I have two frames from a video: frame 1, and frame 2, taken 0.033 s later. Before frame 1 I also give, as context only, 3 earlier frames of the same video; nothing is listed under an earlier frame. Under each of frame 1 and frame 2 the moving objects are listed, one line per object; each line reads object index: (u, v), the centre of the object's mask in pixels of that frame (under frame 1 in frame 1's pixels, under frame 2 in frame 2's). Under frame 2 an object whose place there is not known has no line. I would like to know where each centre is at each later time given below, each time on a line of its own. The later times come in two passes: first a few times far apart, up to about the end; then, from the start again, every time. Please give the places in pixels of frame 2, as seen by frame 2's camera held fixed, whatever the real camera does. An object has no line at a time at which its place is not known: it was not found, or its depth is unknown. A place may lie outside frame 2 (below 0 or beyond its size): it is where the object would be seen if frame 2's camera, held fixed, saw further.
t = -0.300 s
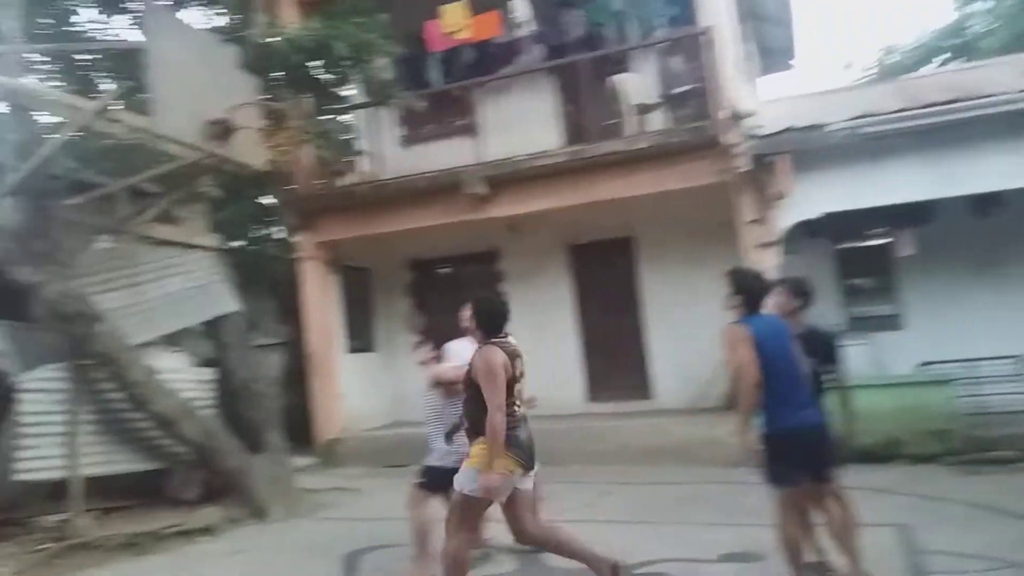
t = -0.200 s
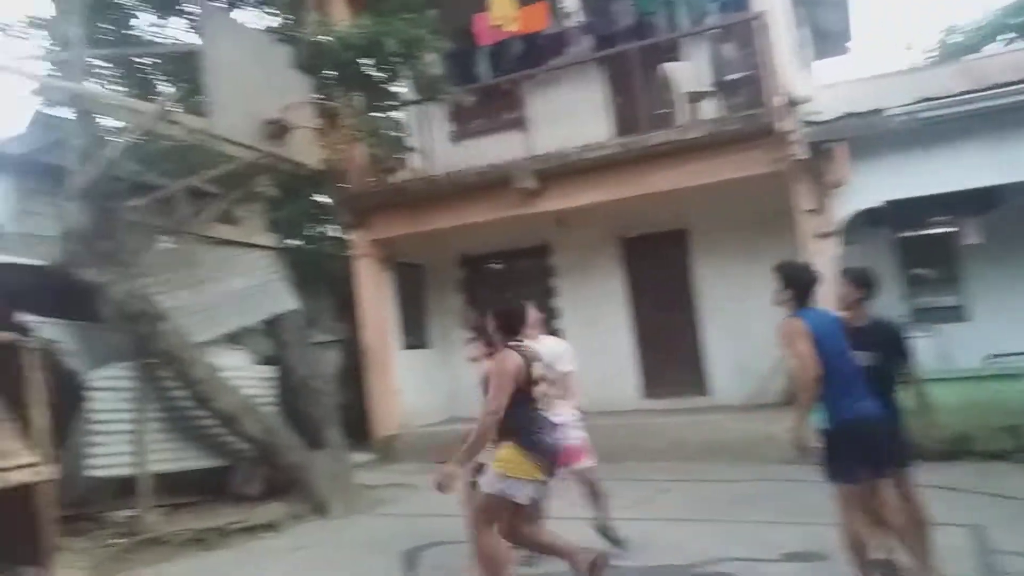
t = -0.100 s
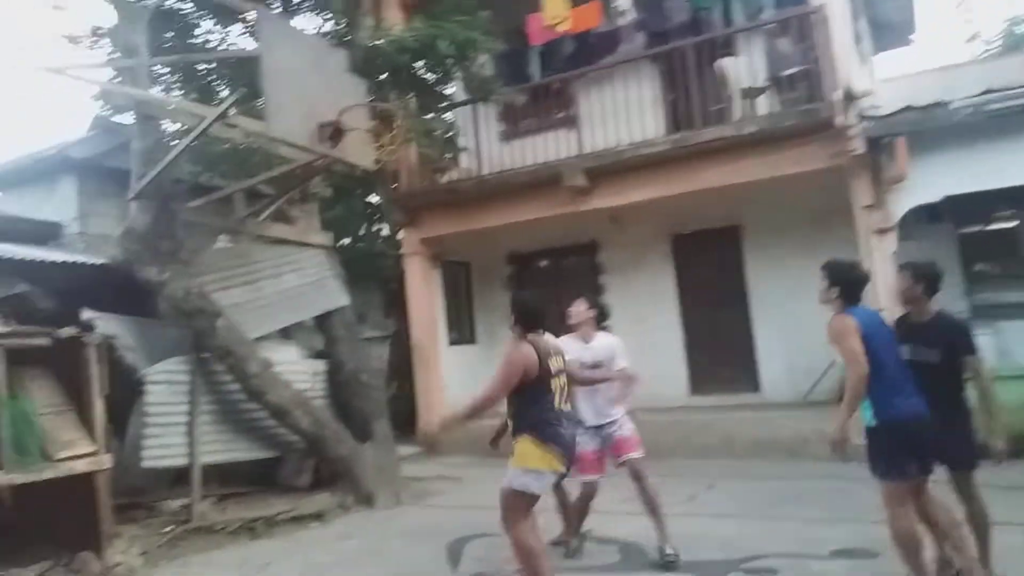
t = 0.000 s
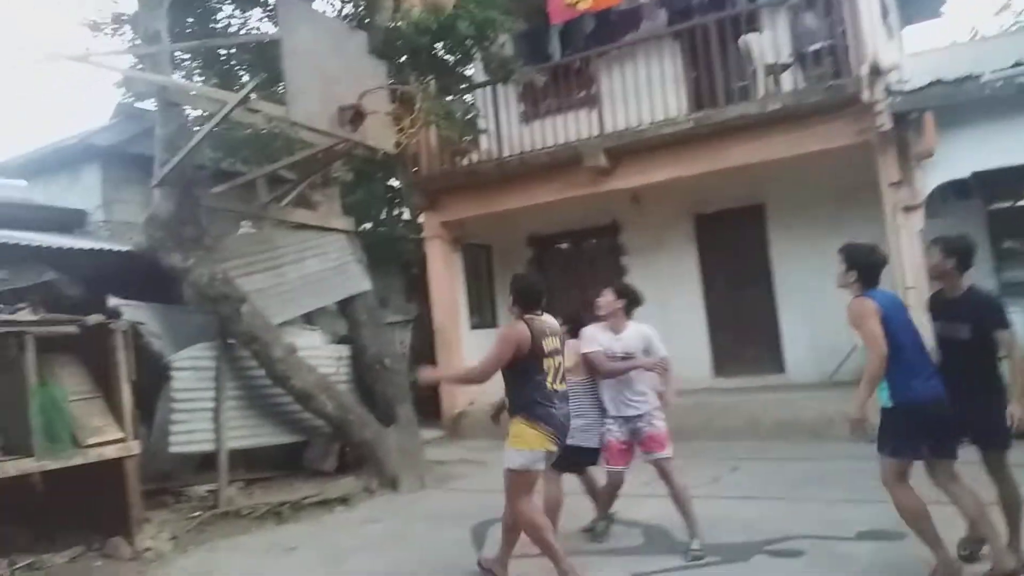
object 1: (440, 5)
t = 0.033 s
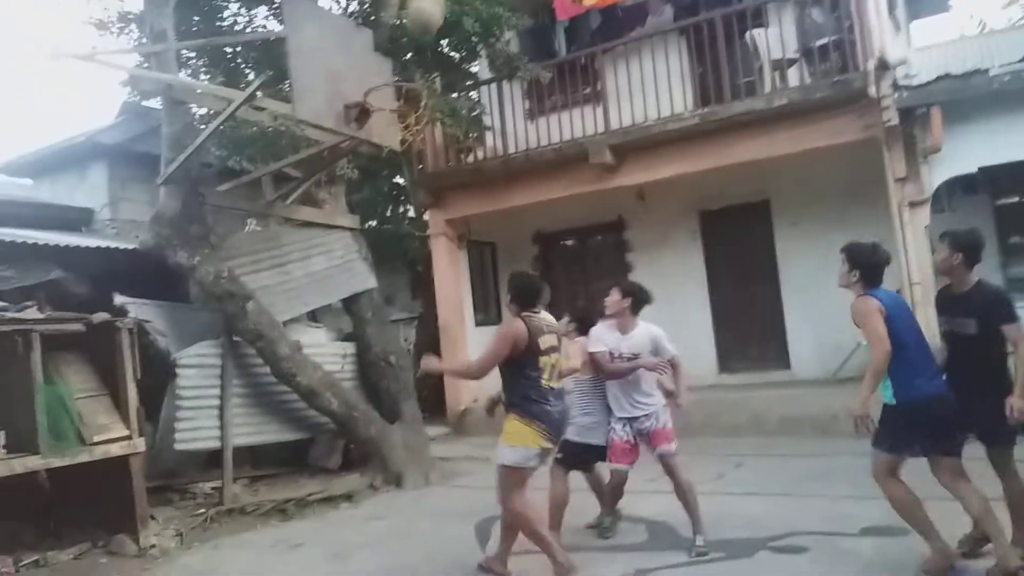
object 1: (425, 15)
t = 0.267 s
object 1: (430, 79)
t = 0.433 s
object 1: (495, 108)
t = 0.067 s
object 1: (411, 35)
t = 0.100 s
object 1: (396, 57)
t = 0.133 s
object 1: (377, 85)
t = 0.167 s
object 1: (388, 84)
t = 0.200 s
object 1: (403, 80)
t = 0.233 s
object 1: (418, 77)
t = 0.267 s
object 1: (430, 79)
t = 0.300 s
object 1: (444, 84)
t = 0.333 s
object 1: (458, 88)
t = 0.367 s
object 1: (471, 94)
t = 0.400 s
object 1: (481, 99)
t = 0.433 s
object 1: (495, 108)
